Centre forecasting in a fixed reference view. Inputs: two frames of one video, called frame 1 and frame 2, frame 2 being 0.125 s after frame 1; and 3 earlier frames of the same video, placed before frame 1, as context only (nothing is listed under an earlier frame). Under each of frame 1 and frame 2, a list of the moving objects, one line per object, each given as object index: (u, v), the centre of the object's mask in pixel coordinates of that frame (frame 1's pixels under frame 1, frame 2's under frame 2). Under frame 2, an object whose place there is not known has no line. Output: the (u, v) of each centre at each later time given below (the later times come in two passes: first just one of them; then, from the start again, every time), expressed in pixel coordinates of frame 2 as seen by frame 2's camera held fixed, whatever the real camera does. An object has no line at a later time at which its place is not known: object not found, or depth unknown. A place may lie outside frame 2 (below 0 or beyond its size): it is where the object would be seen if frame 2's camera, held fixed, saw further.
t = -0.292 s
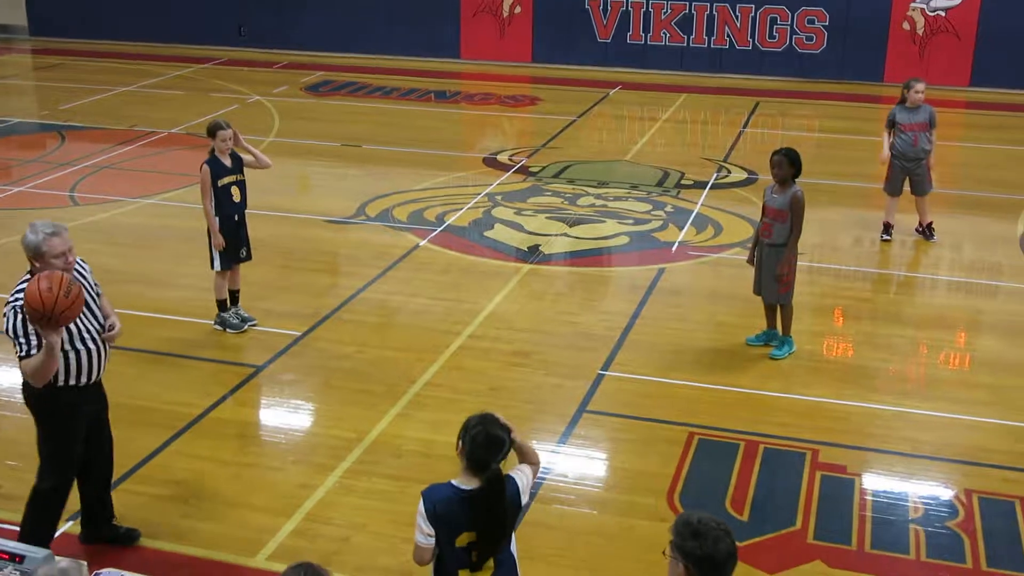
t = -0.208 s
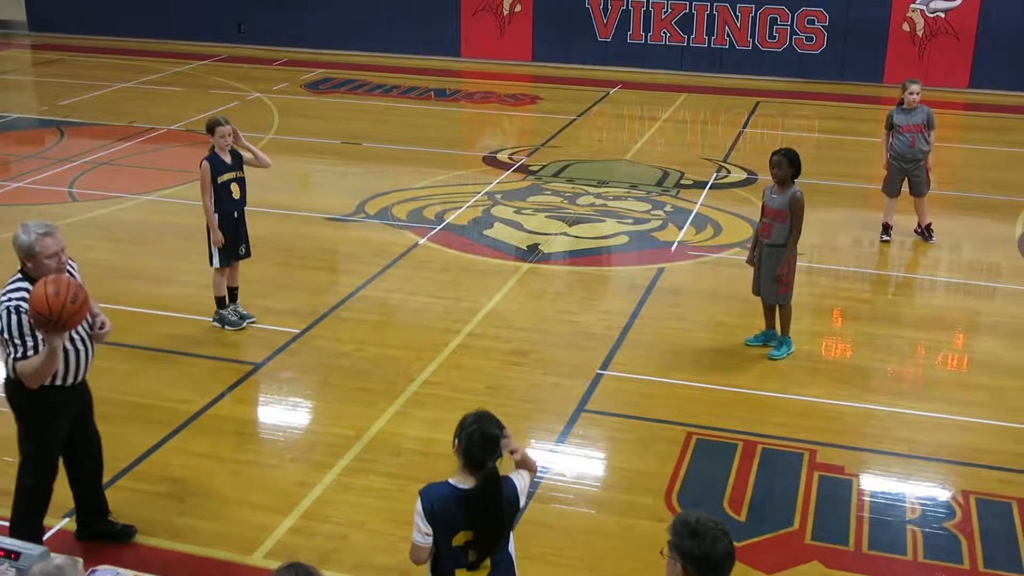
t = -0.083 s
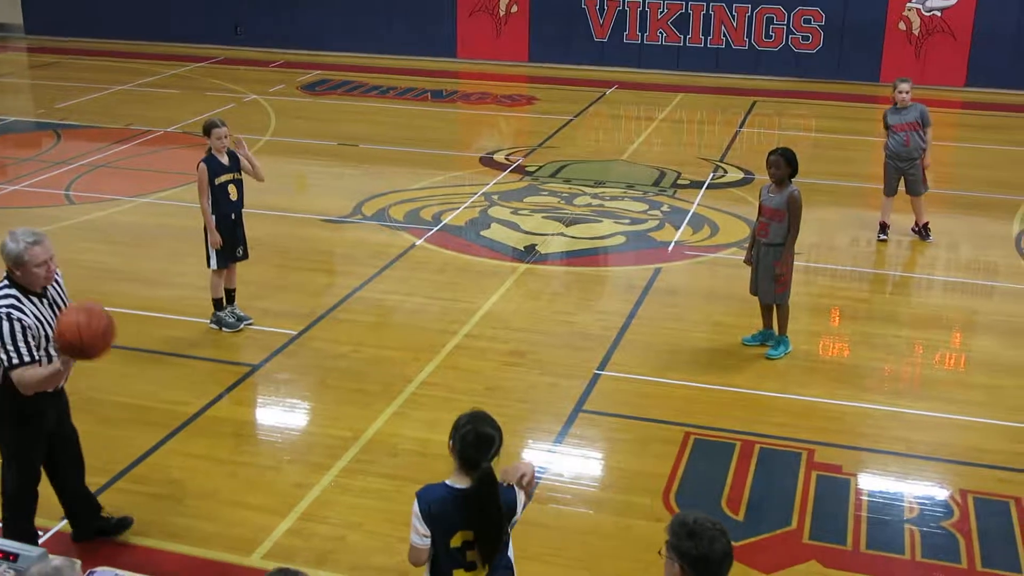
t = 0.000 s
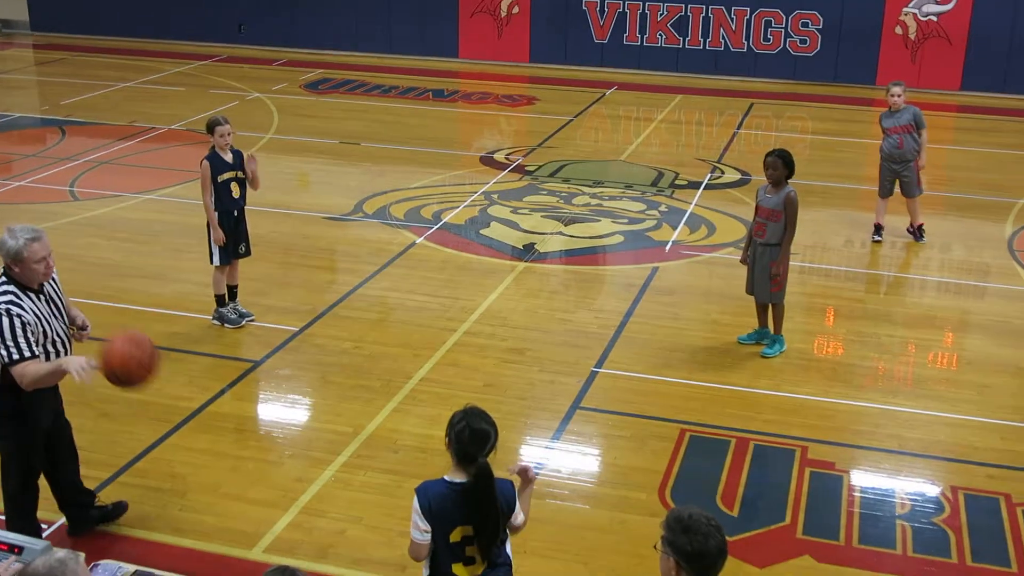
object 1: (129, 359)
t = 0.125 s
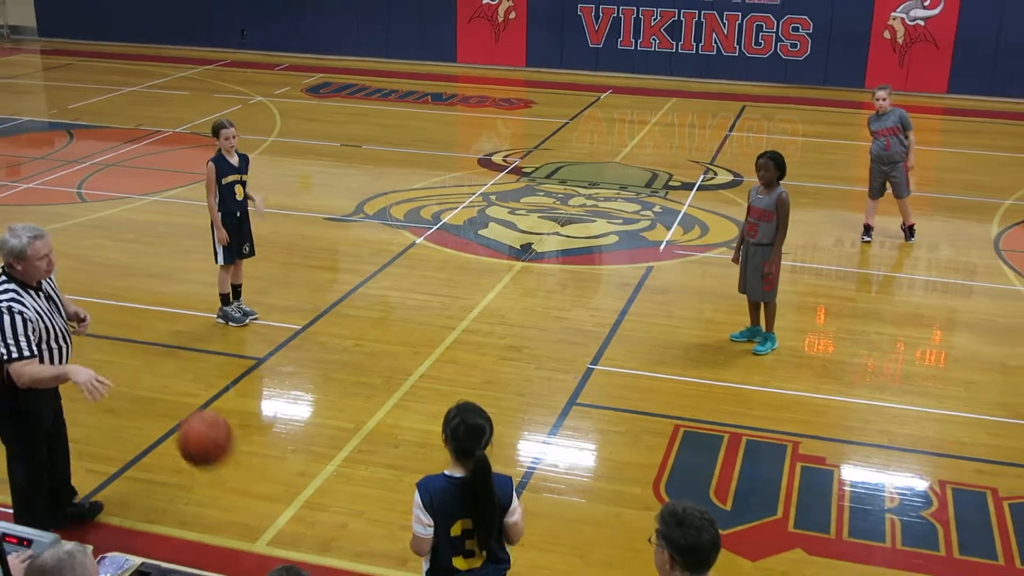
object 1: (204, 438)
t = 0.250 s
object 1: (272, 555)
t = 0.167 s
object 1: (228, 474)
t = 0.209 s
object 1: (250, 513)
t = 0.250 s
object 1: (272, 555)
